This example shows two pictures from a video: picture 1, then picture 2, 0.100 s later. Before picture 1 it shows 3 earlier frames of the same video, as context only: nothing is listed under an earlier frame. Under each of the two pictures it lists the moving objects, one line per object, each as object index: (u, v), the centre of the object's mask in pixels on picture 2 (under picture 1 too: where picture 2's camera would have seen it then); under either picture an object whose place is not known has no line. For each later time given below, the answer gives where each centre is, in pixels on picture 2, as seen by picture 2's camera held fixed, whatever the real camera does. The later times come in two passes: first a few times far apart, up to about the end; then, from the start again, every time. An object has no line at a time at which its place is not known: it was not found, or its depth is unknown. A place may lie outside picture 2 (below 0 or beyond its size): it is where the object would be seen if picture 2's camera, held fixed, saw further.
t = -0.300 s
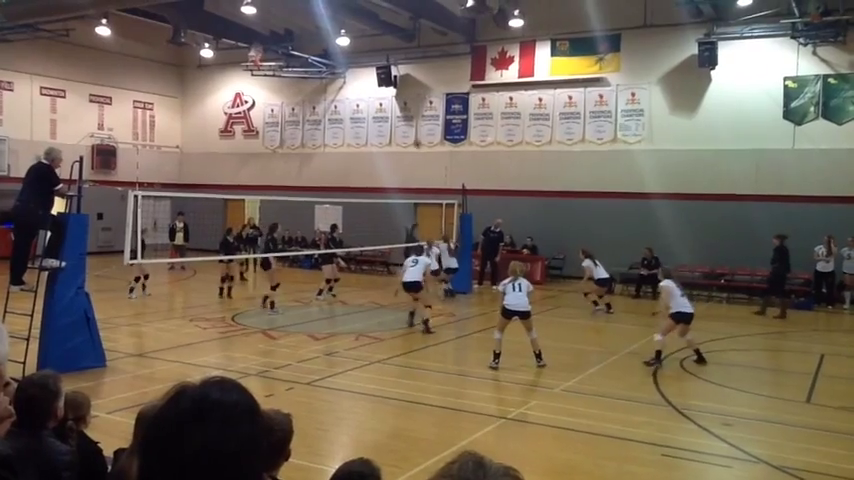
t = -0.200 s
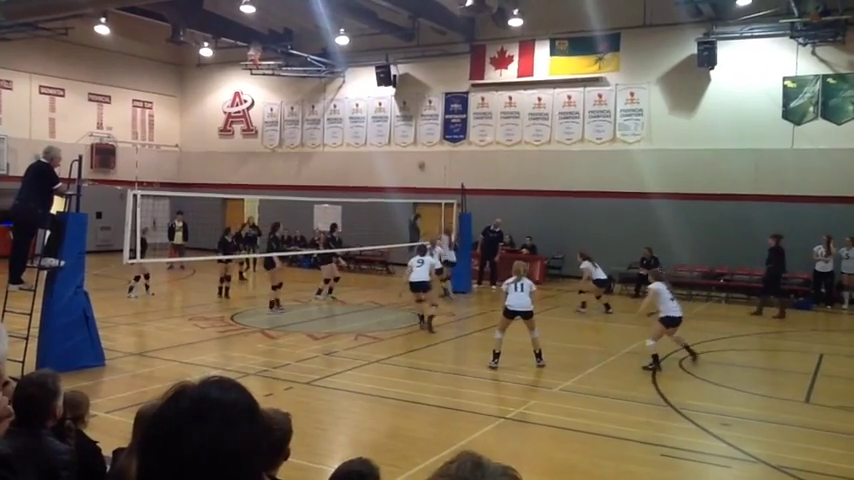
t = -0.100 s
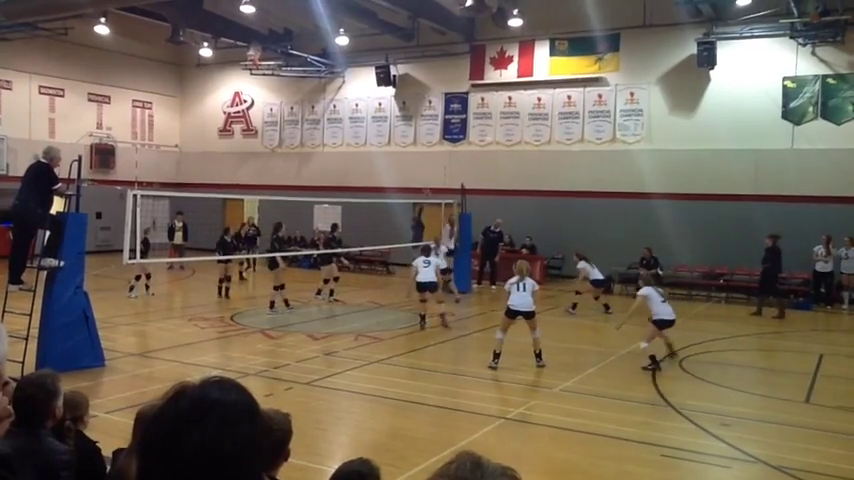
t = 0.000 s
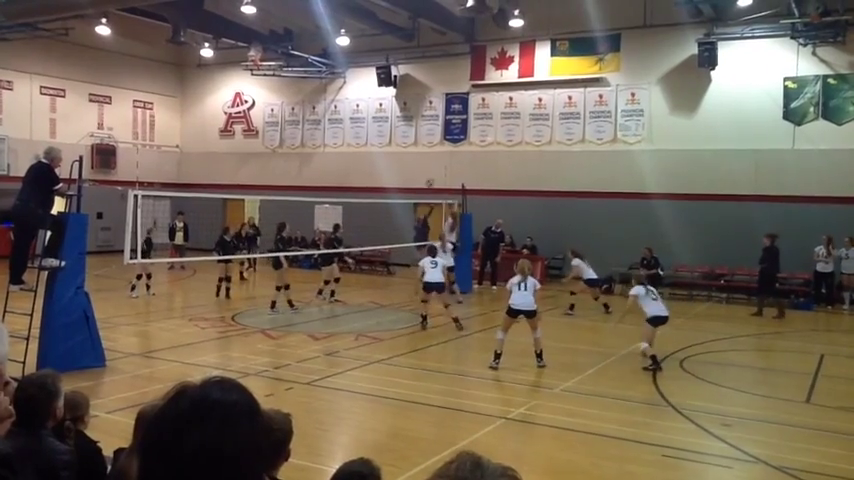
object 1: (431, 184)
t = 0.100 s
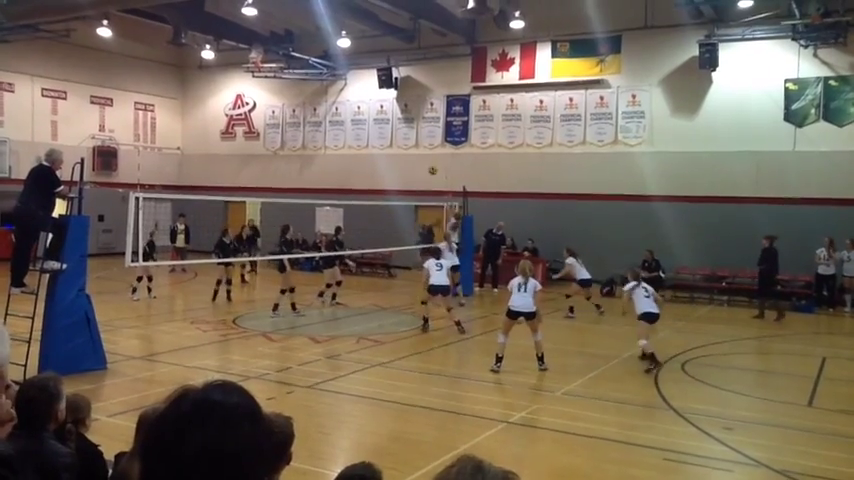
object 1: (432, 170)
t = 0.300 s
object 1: (436, 151)
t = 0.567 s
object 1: (440, 152)
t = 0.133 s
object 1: (433, 166)
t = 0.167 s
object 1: (434, 161)
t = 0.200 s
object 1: (434, 157)
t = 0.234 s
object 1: (434, 155)
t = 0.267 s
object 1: (435, 151)
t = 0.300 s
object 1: (436, 151)
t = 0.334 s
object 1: (436, 149)
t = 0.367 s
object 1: (437, 148)
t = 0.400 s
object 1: (437, 148)
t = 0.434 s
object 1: (437, 147)
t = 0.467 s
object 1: (438, 148)
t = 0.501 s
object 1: (439, 149)
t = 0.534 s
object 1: (439, 151)
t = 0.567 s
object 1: (440, 152)
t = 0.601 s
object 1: (440, 156)
